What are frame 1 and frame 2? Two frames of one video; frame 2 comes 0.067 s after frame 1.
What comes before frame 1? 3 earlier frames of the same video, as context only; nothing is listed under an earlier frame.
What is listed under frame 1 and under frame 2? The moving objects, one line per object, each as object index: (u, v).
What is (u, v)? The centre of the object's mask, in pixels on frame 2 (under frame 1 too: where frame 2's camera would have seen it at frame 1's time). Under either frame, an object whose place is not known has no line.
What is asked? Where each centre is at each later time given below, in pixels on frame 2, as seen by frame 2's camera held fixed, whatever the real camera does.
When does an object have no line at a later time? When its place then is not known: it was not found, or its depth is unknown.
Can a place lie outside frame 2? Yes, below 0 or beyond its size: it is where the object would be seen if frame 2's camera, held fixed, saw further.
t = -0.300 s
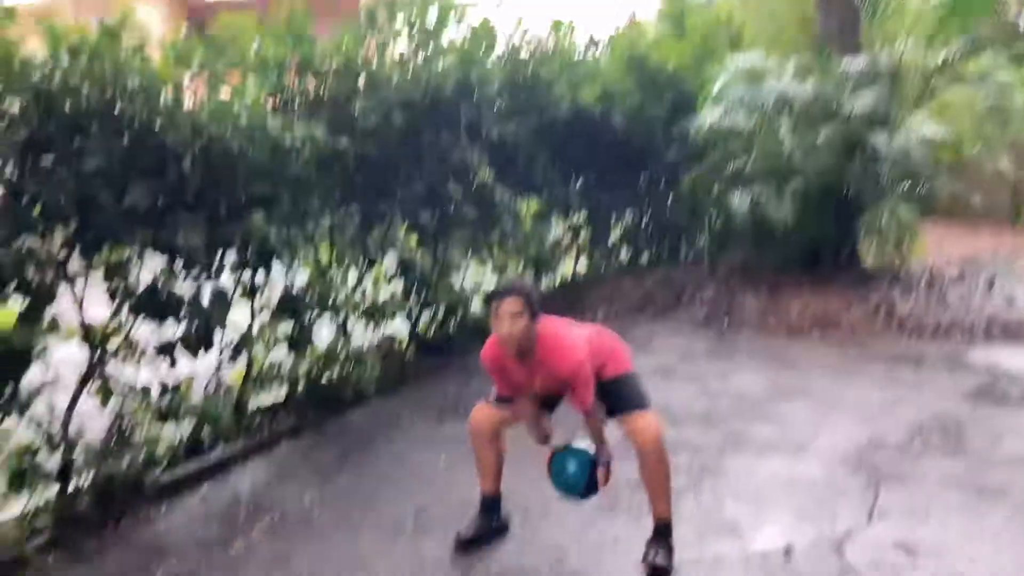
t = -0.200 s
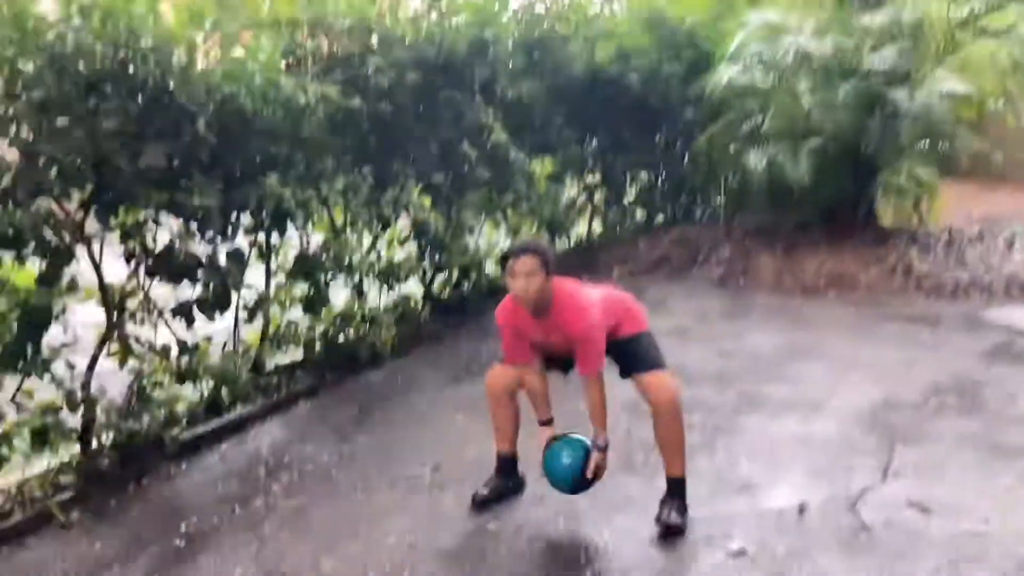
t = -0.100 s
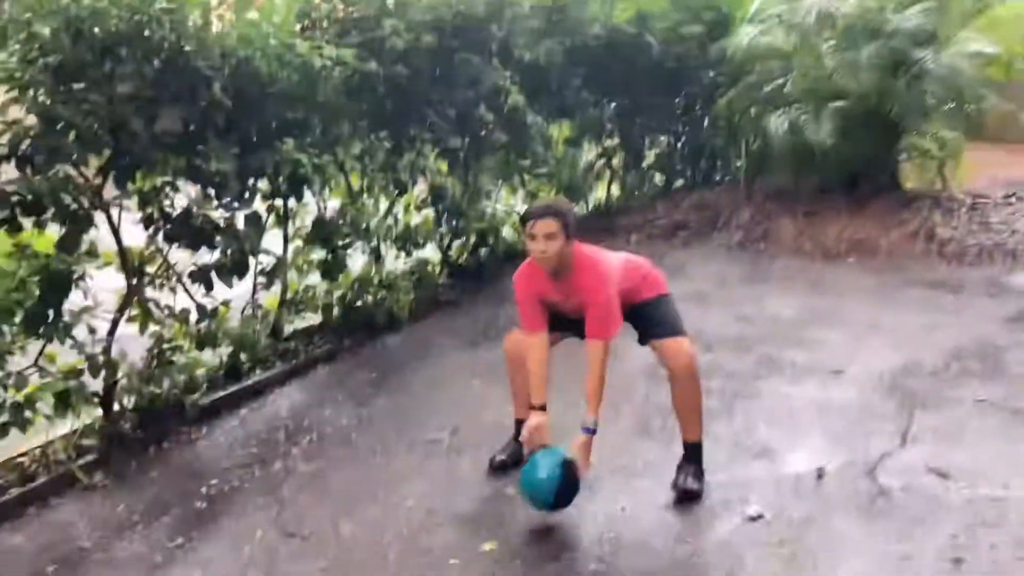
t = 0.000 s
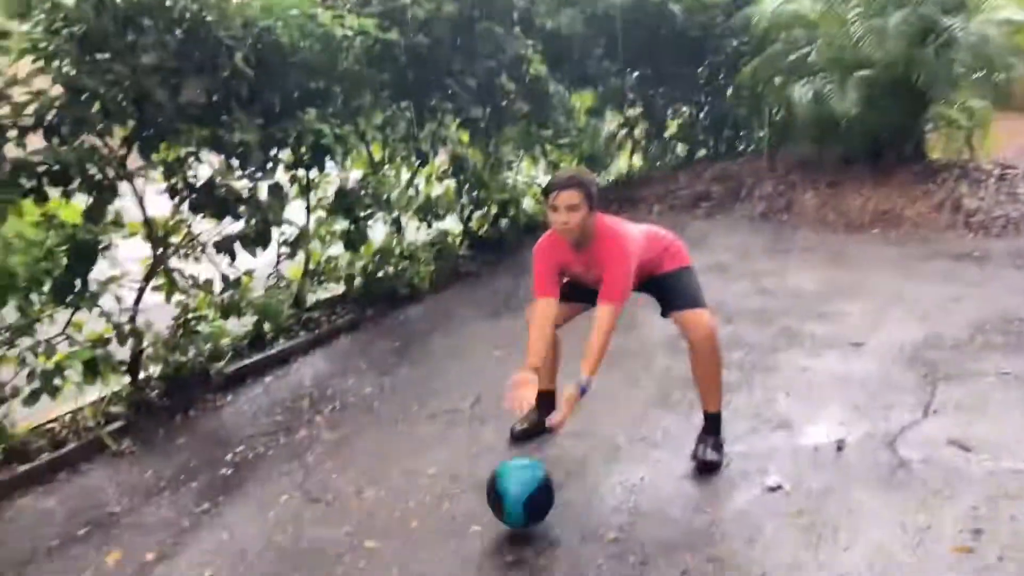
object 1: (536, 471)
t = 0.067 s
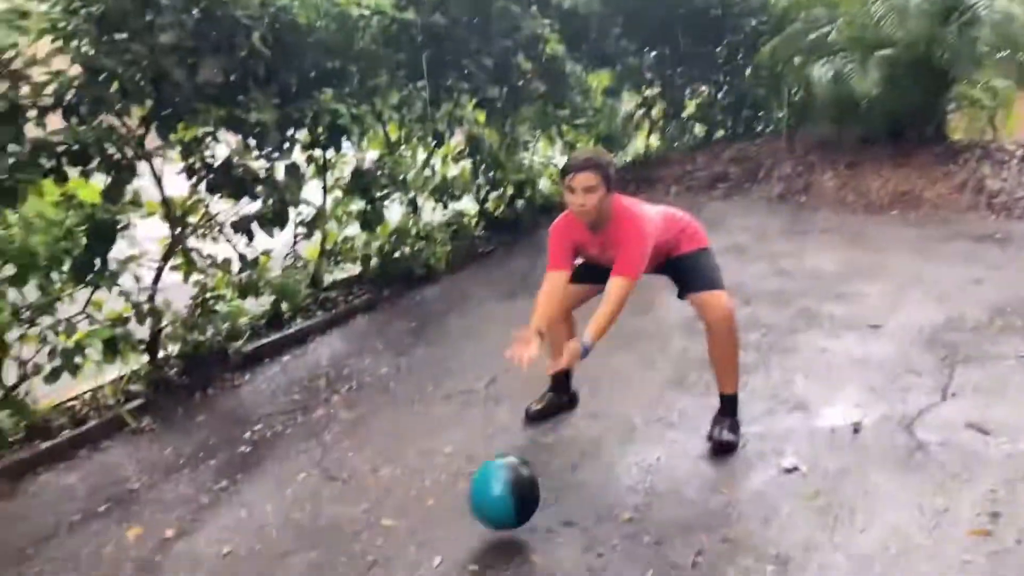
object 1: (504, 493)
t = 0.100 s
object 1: (488, 508)
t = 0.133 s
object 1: (471, 527)
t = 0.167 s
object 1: (453, 546)
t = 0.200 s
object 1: (431, 555)
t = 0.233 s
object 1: (408, 566)
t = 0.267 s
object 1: (385, 582)
